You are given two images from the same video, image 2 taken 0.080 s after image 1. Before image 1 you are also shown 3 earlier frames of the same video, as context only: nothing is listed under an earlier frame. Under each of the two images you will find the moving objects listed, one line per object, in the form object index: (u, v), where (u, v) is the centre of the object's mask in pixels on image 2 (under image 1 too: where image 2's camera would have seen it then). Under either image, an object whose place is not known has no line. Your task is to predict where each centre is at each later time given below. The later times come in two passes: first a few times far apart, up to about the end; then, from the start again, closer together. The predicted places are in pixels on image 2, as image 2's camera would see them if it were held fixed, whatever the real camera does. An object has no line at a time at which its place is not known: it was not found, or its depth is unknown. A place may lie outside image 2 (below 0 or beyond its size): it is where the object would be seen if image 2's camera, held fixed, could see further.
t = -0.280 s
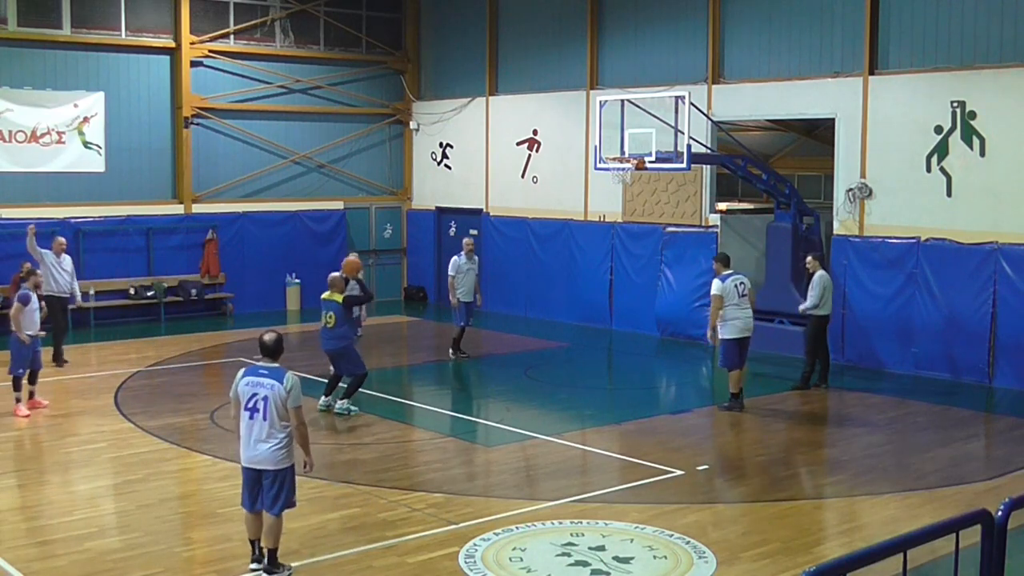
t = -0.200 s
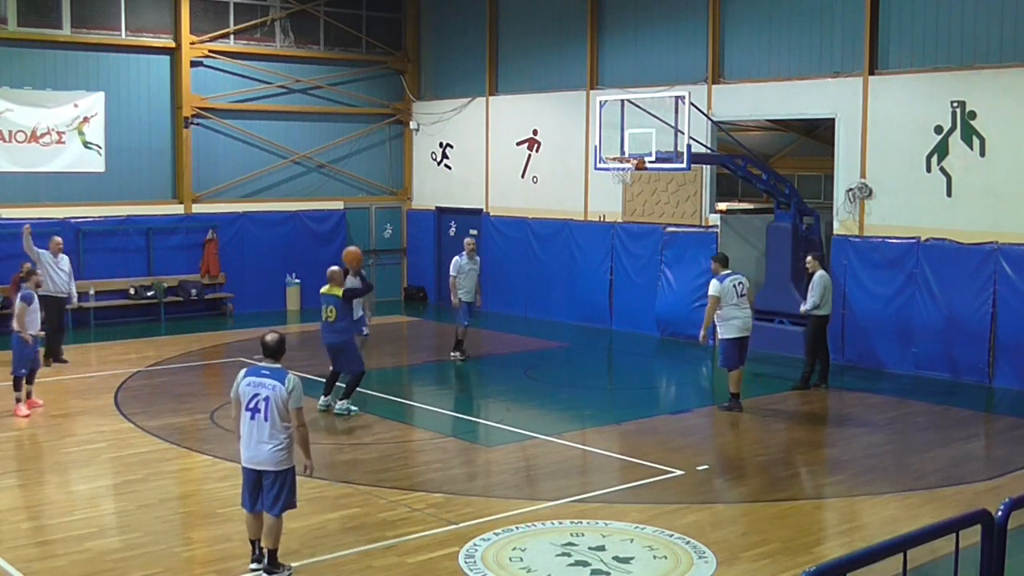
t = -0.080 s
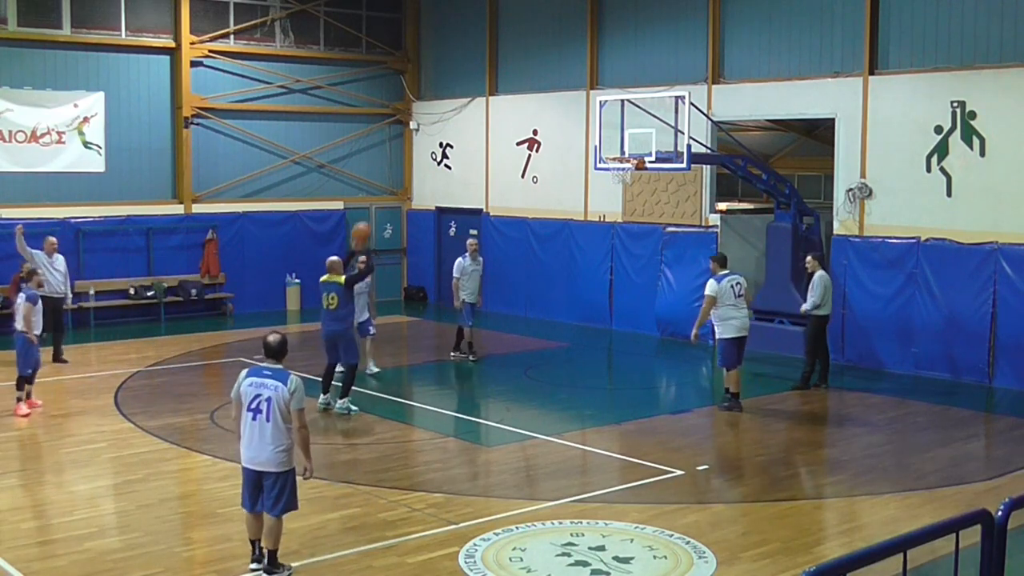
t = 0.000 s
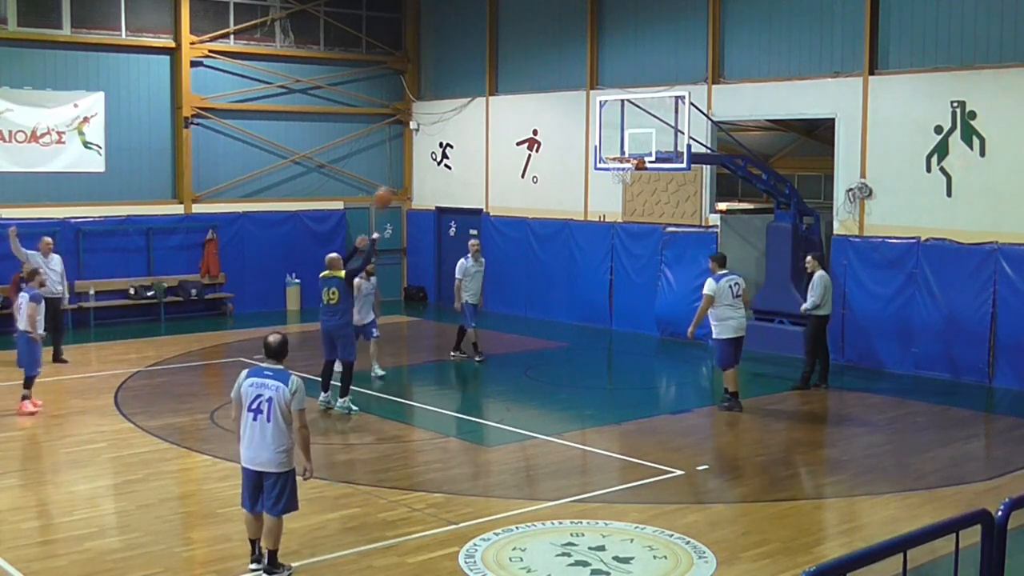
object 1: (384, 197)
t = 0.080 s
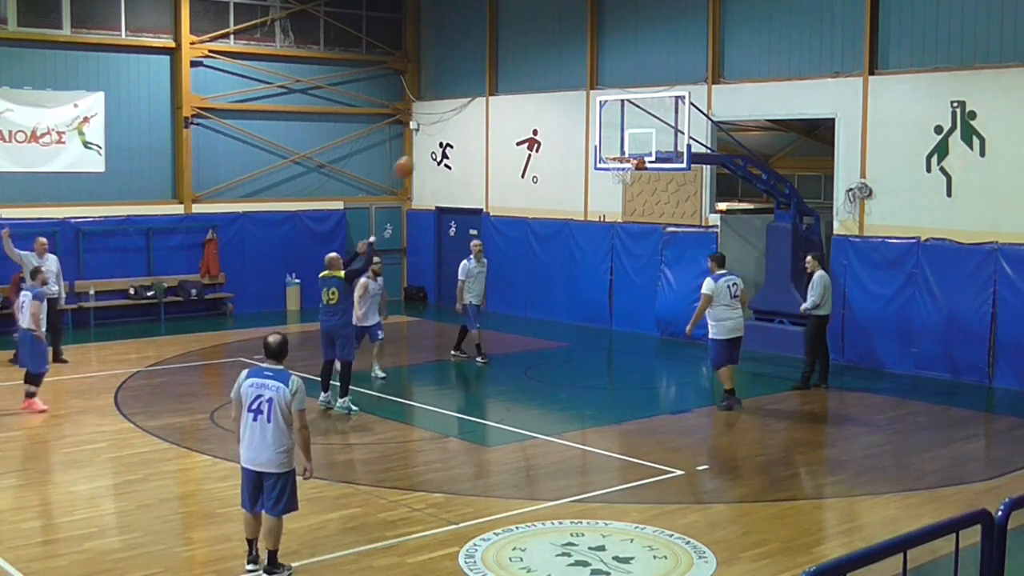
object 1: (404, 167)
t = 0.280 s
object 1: (456, 115)
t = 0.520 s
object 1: (514, 94)
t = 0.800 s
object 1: (574, 123)
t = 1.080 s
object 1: (561, 153)
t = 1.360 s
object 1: (489, 191)
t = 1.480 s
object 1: (459, 222)
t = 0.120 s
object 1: (415, 154)
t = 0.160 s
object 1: (426, 143)
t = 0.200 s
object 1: (436, 132)
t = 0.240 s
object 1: (446, 123)
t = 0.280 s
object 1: (456, 115)
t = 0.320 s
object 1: (466, 108)
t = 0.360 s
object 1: (476, 102)
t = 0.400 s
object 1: (485, 99)
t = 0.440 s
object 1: (495, 96)
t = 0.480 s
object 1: (504, 94)
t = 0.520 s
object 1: (514, 94)
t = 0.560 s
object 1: (522, 94)
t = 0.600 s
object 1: (532, 96)
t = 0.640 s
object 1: (540, 99)
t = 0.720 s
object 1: (557, 109)
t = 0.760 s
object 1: (566, 115)
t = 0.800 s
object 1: (574, 123)
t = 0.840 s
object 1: (581, 130)
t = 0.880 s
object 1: (589, 139)
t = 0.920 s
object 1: (597, 149)
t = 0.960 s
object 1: (593, 152)
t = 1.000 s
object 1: (582, 151)
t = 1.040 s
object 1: (571, 151)
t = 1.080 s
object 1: (561, 153)
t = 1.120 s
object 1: (551, 155)
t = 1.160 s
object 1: (540, 159)
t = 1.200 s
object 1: (529, 163)
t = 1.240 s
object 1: (519, 169)
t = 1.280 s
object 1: (509, 175)
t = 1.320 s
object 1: (499, 183)
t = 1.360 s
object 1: (489, 191)
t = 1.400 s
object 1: (479, 200)
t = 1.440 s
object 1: (469, 211)
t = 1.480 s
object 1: (459, 222)
